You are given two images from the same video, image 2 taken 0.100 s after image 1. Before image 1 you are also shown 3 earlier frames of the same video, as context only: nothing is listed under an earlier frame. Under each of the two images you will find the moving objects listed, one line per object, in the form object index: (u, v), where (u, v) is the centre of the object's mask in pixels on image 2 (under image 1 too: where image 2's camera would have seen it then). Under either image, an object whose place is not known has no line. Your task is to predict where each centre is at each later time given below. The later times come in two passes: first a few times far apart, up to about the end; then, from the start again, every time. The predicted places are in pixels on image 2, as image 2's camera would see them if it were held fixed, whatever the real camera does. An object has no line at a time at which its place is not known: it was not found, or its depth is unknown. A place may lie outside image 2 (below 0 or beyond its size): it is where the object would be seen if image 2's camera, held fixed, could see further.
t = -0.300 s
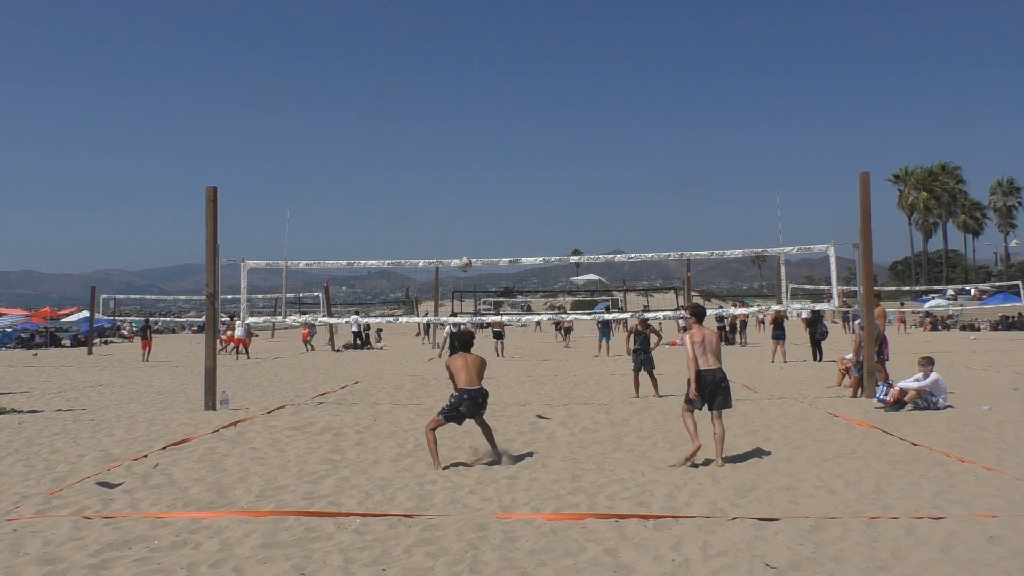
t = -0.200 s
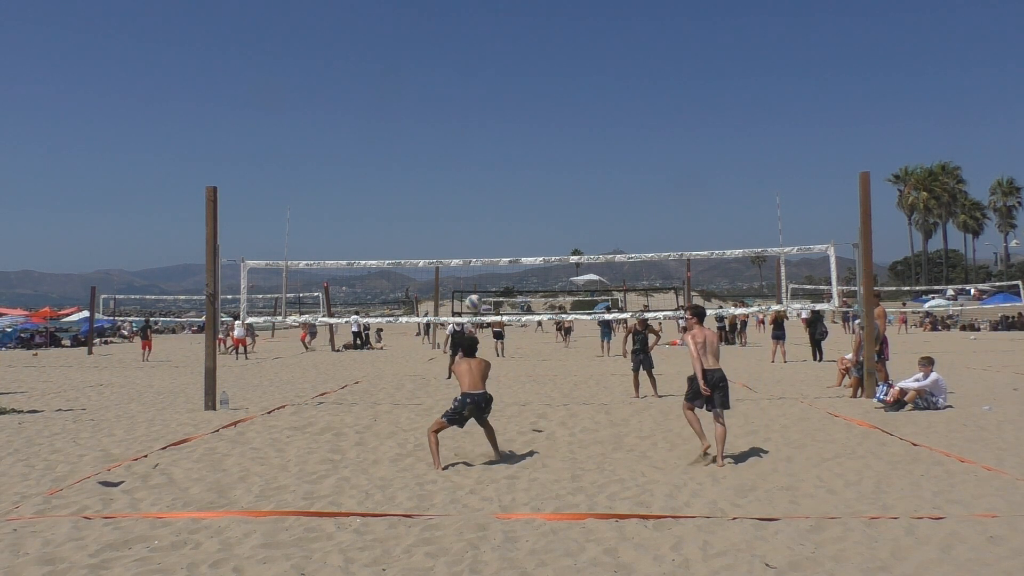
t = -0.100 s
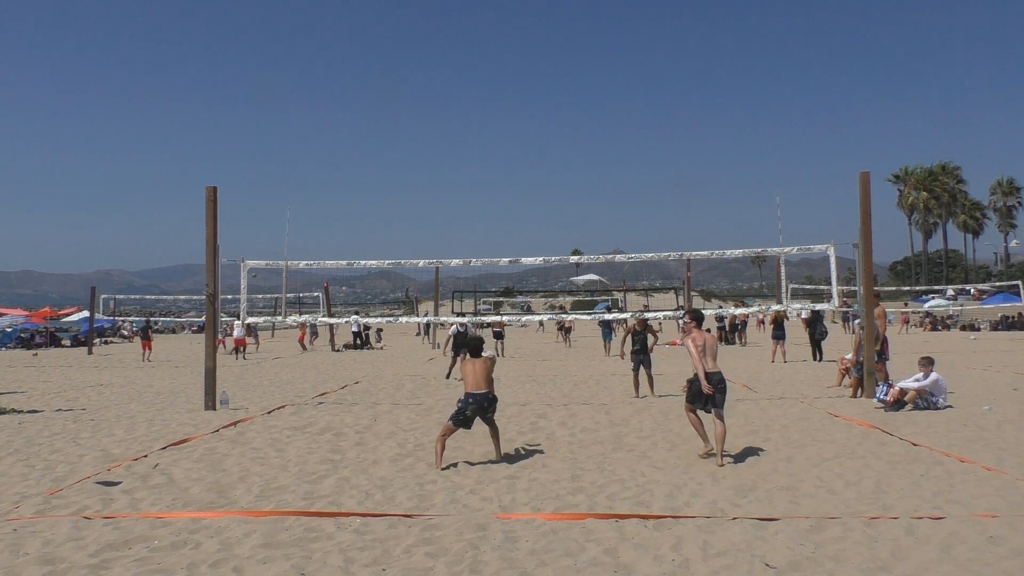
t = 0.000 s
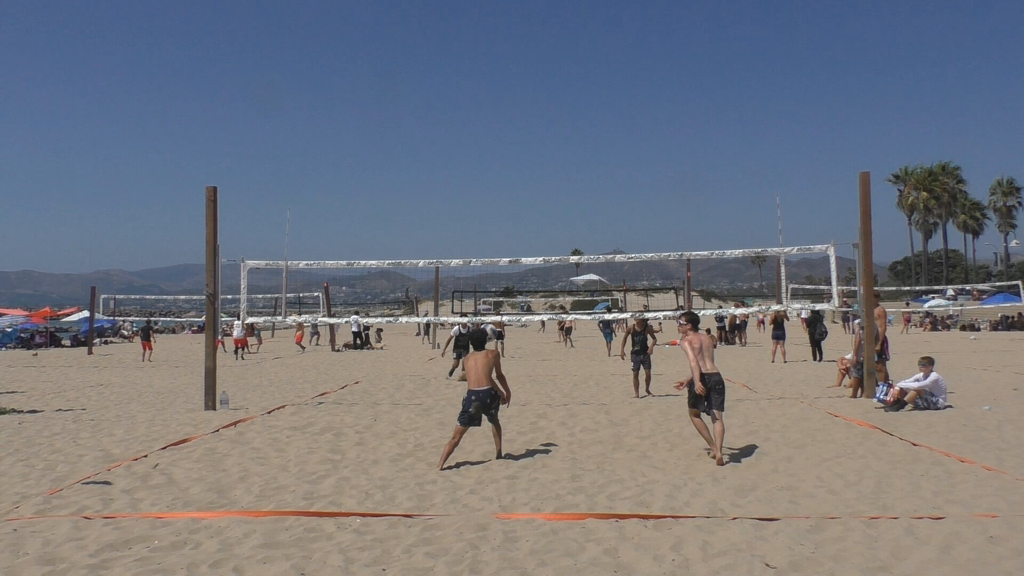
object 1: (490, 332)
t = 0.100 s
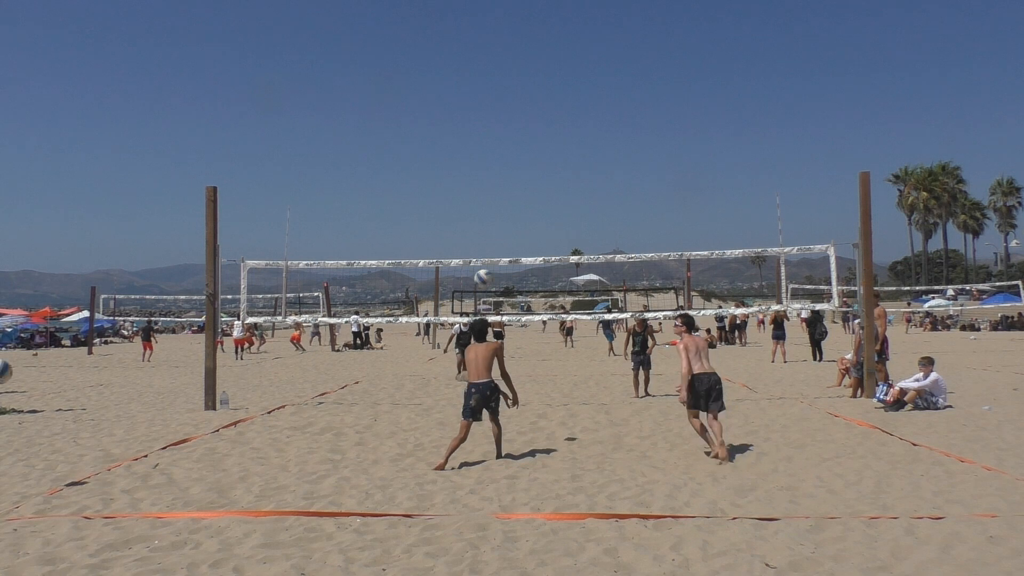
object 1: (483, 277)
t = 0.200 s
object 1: (480, 234)
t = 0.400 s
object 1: (472, 174)
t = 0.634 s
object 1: (465, 146)
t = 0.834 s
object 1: (461, 158)
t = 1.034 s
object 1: (458, 200)
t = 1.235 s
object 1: (456, 271)
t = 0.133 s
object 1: (482, 262)
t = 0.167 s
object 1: (481, 247)
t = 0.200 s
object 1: (480, 234)
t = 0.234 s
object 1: (478, 221)
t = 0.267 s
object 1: (477, 210)
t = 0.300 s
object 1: (476, 199)
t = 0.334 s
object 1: (475, 189)
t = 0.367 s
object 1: (473, 181)
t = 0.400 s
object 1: (472, 174)
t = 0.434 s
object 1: (471, 167)
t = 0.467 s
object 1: (470, 161)
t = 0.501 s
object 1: (469, 156)
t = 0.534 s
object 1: (468, 153)
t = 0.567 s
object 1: (467, 150)
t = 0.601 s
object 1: (466, 147)
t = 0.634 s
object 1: (465, 146)
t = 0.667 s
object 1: (465, 146)
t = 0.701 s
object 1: (464, 147)
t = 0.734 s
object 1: (463, 148)
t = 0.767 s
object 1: (462, 150)
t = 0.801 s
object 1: (461, 154)
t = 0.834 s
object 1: (461, 158)
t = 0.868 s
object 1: (460, 163)
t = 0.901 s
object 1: (460, 168)
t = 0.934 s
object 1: (459, 175)
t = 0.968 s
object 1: (459, 182)
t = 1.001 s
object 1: (458, 191)
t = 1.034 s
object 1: (458, 200)
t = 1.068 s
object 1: (457, 210)
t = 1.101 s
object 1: (457, 220)
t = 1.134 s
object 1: (457, 232)
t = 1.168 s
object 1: (456, 244)
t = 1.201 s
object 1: (457, 257)
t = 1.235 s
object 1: (456, 271)
